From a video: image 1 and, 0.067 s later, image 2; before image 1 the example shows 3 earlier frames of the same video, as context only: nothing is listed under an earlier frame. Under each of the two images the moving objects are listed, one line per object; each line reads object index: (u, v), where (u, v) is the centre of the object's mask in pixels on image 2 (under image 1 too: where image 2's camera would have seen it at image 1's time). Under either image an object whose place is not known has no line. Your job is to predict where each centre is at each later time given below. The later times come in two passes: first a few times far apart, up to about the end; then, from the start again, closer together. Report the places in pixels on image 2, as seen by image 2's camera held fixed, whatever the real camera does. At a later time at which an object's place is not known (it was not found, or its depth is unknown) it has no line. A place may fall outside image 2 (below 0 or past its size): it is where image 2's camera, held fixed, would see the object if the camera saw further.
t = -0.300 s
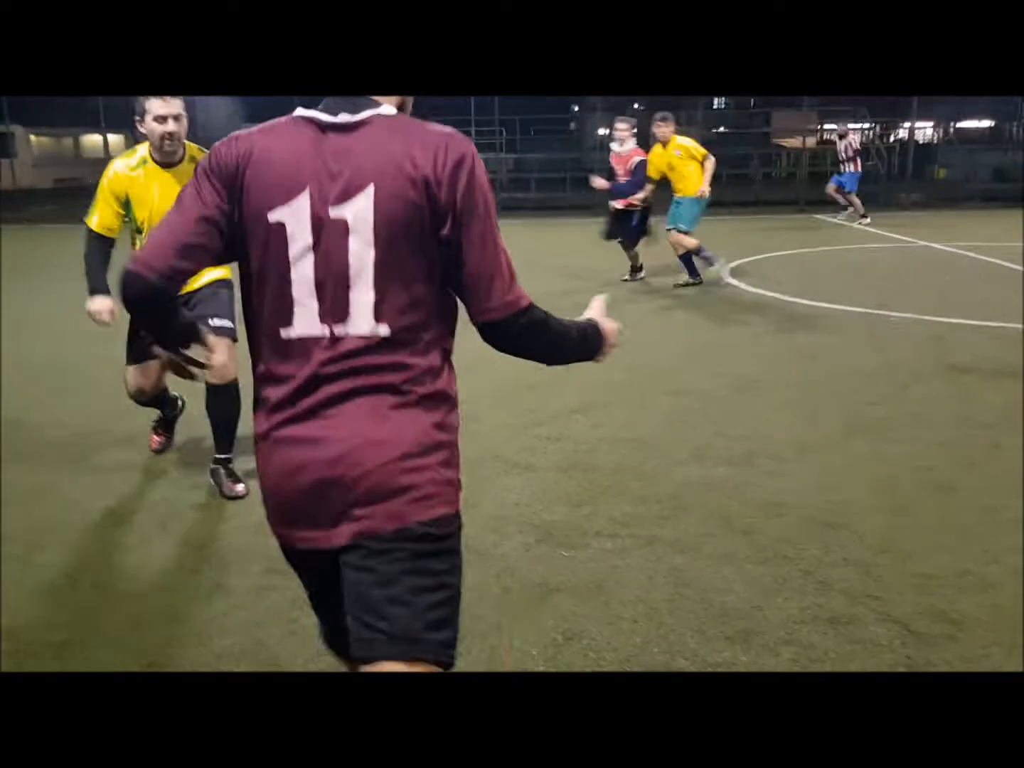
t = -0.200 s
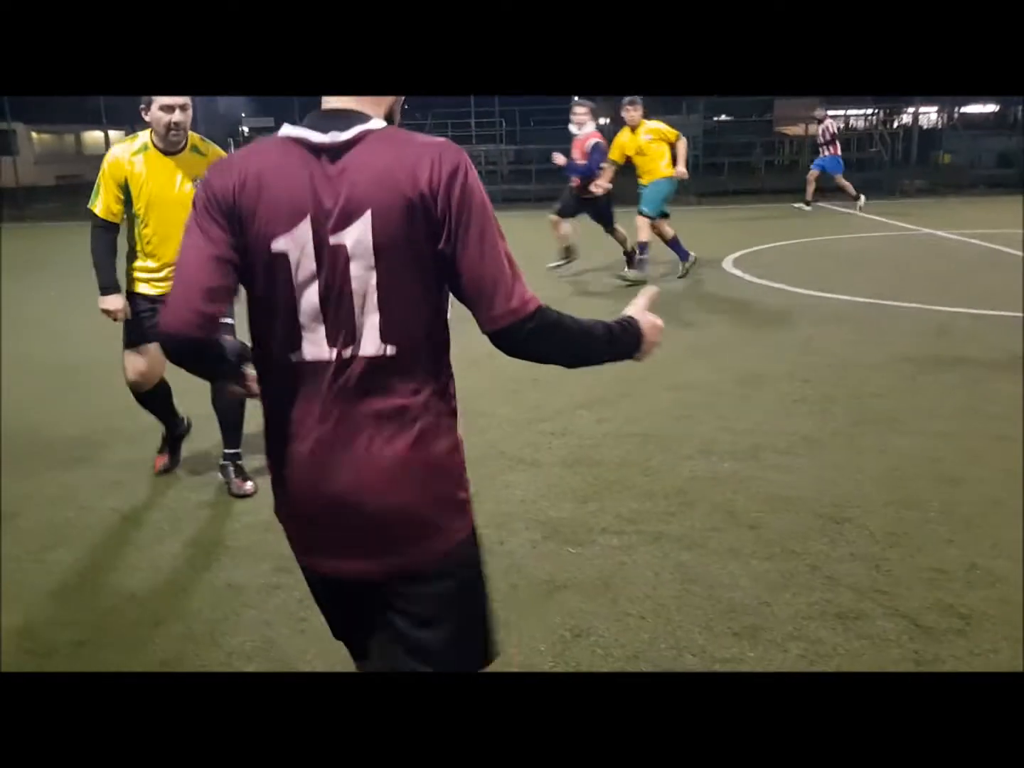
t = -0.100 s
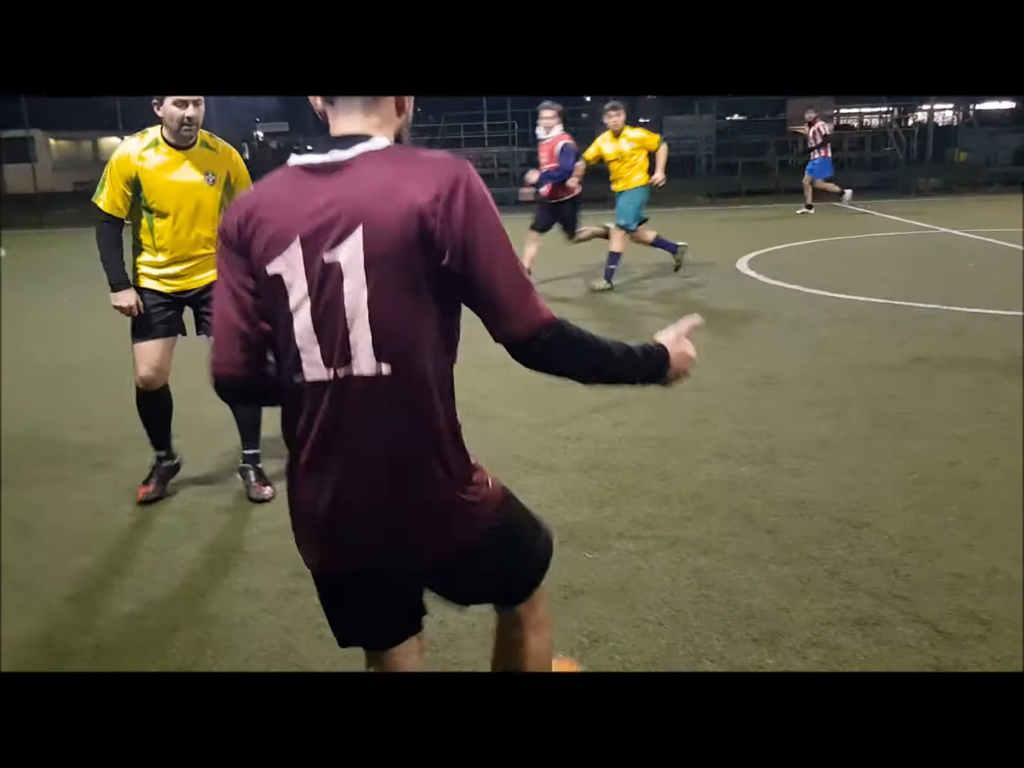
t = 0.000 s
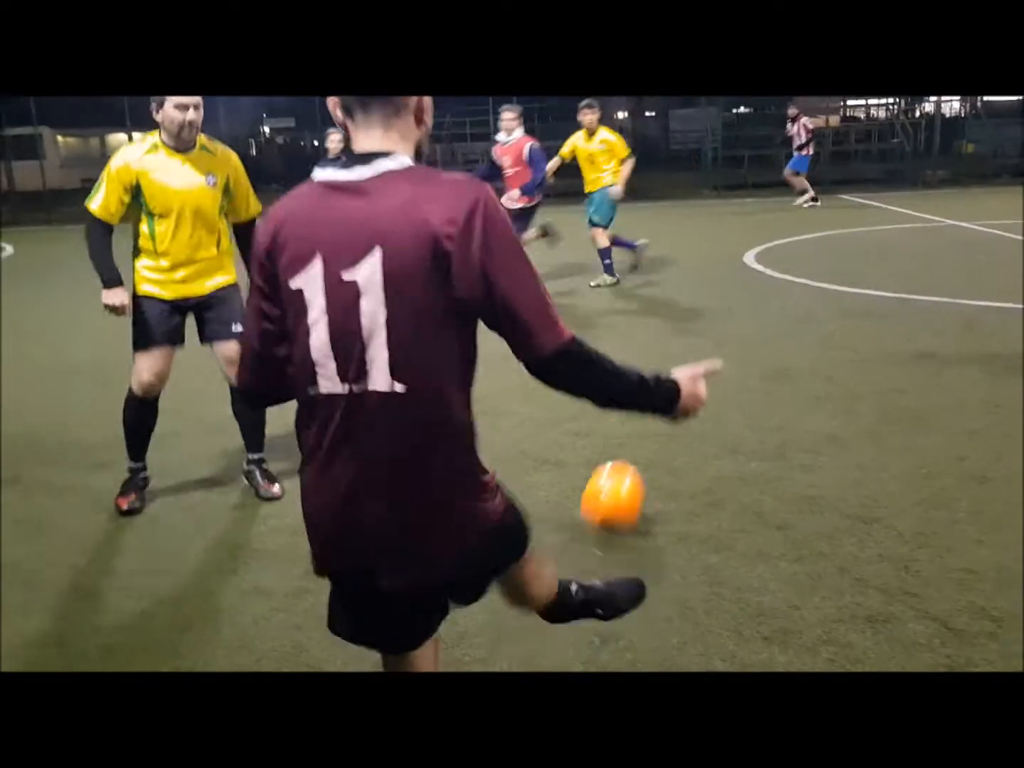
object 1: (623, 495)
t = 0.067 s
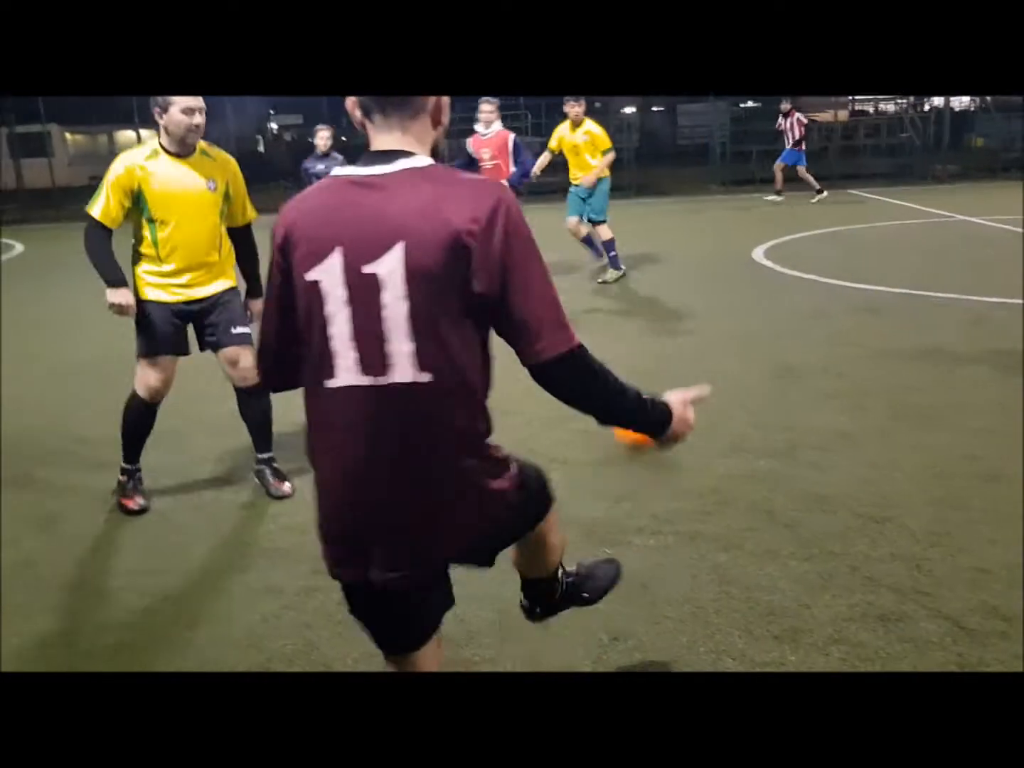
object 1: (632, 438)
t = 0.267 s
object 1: (661, 311)
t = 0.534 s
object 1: (671, 250)
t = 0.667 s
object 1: (672, 234)
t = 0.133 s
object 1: (650, 374)
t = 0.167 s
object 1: (654, 353)
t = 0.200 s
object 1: (658, 337)
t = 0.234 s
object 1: (660, 324)
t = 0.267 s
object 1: (661, 311)
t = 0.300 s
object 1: (663, 299)
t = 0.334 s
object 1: (665, 290)
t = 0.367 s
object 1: (667, 282)
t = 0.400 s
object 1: (667, 274)
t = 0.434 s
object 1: (668, 267)
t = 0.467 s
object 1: (669, 261)
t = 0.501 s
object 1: (670, 255)
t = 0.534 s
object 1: (671, 250)
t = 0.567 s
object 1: (672, 245)
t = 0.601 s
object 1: (672, 241)
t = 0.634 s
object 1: (672, 237)
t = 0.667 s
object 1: (672, 234)
